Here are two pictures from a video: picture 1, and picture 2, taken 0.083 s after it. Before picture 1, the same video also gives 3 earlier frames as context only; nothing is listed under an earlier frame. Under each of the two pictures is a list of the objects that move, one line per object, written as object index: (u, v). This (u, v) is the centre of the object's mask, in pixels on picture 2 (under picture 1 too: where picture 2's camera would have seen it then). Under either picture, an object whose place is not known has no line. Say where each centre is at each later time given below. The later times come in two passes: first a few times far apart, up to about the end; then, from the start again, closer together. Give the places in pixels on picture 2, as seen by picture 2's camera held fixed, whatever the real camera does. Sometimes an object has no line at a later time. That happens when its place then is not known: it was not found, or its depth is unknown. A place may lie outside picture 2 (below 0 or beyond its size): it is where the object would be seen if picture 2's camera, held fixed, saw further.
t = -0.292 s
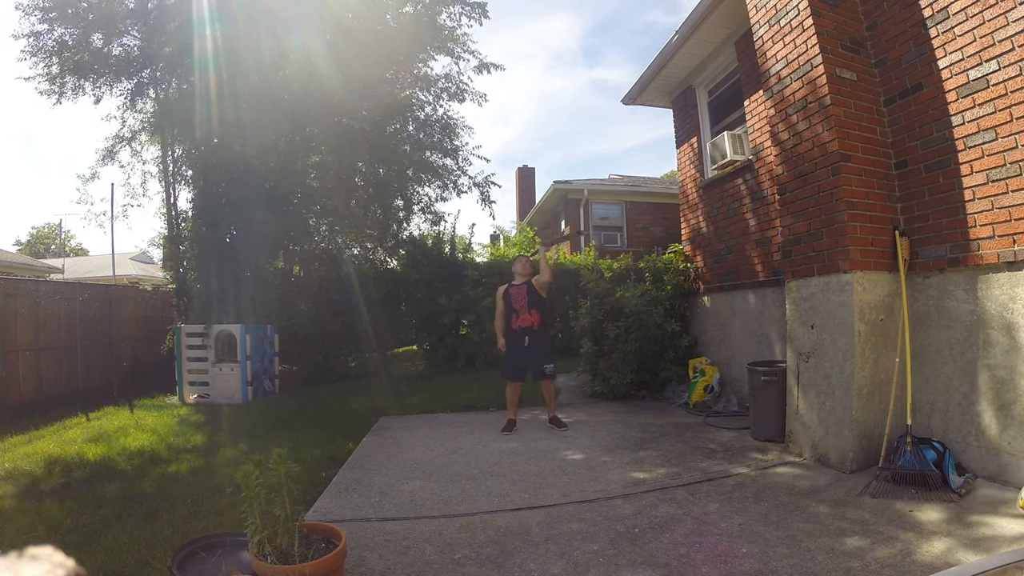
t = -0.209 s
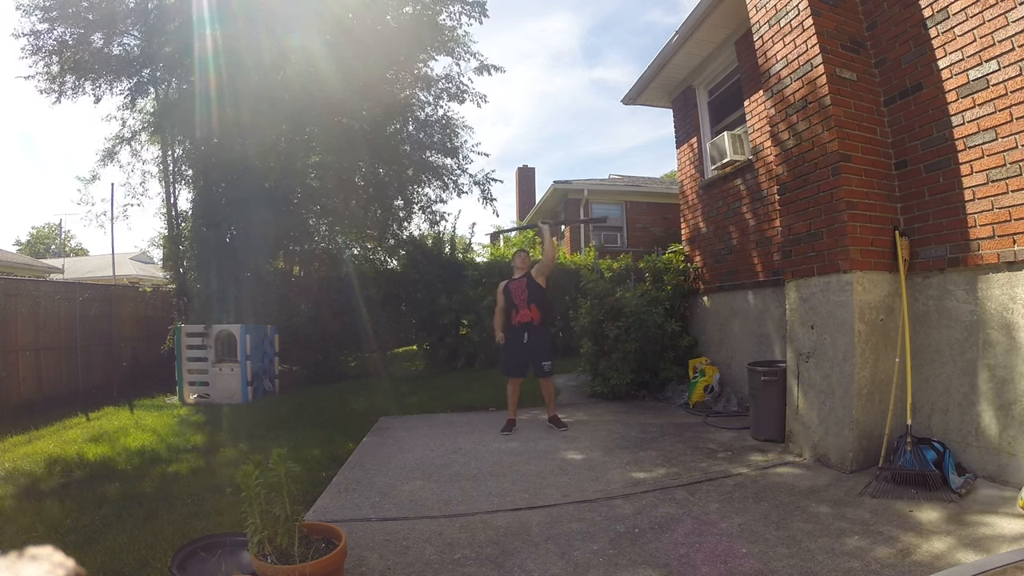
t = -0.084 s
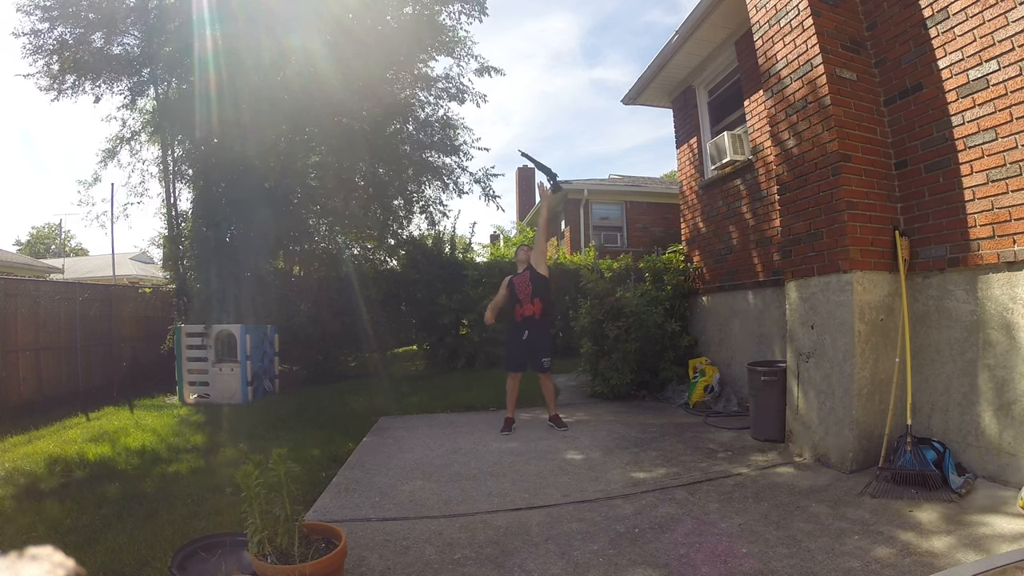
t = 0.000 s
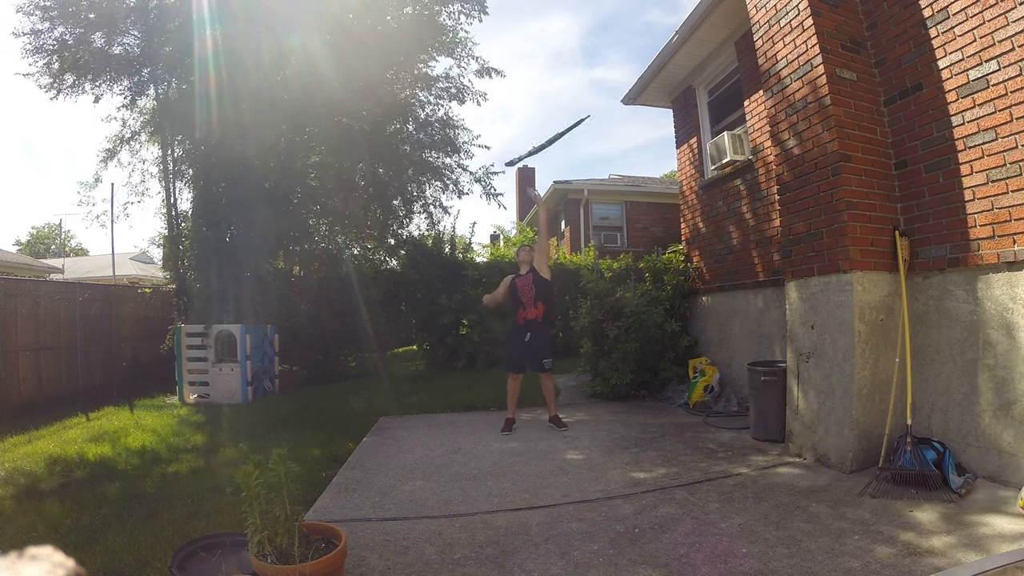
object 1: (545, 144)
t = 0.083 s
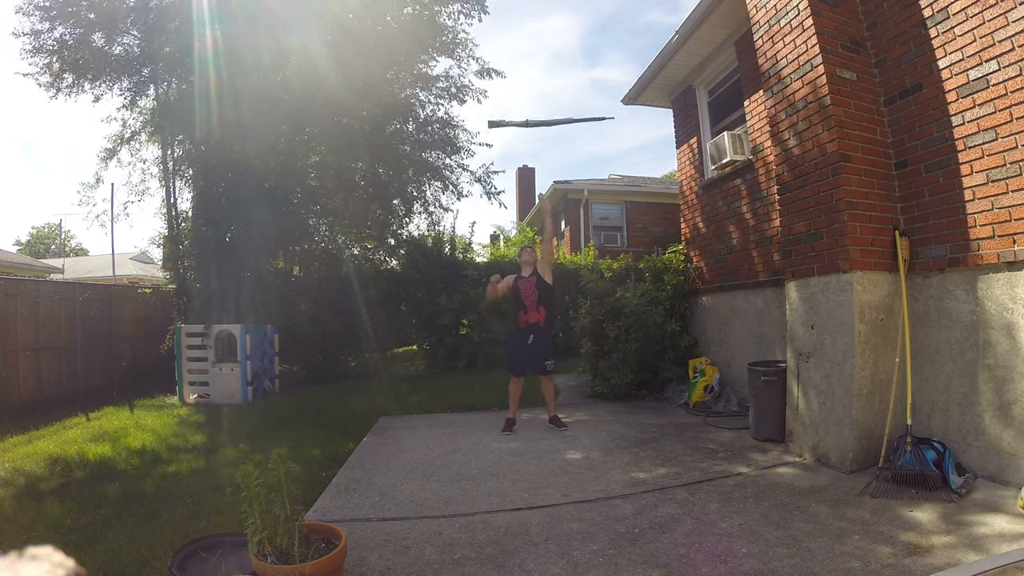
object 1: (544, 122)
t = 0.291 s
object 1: (564, 98)
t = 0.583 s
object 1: (562, 157)
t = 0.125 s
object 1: (541, 112)
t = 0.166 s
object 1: (543, 102)
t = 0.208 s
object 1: (552, 93)
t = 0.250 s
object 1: (562, 93)
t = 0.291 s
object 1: (564, 98)
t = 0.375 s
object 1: (559, 108)
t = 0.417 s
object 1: (556, 113)
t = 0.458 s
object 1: (557, 120)
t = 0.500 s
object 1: (558, 130)
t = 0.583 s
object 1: (562, 157)
